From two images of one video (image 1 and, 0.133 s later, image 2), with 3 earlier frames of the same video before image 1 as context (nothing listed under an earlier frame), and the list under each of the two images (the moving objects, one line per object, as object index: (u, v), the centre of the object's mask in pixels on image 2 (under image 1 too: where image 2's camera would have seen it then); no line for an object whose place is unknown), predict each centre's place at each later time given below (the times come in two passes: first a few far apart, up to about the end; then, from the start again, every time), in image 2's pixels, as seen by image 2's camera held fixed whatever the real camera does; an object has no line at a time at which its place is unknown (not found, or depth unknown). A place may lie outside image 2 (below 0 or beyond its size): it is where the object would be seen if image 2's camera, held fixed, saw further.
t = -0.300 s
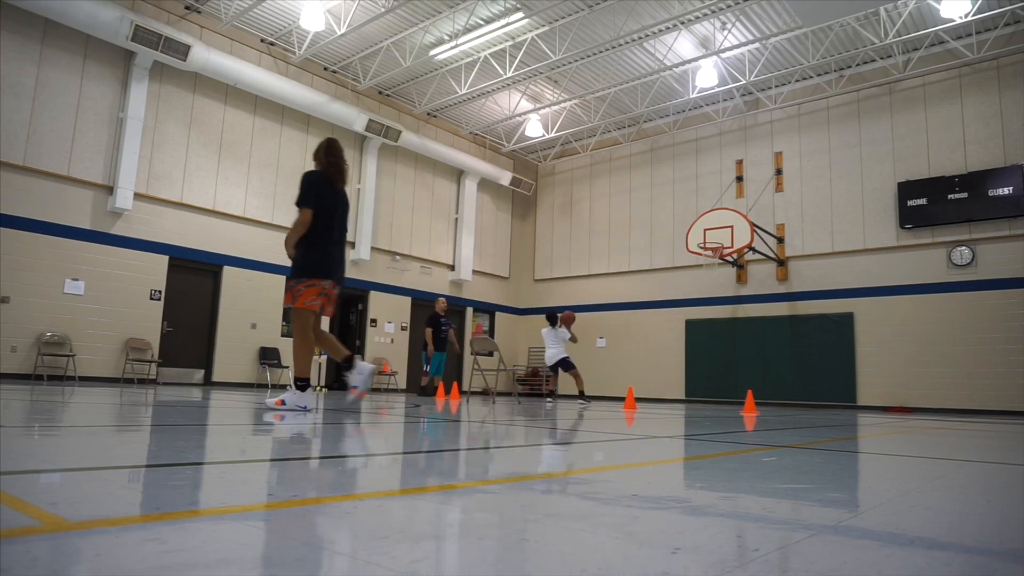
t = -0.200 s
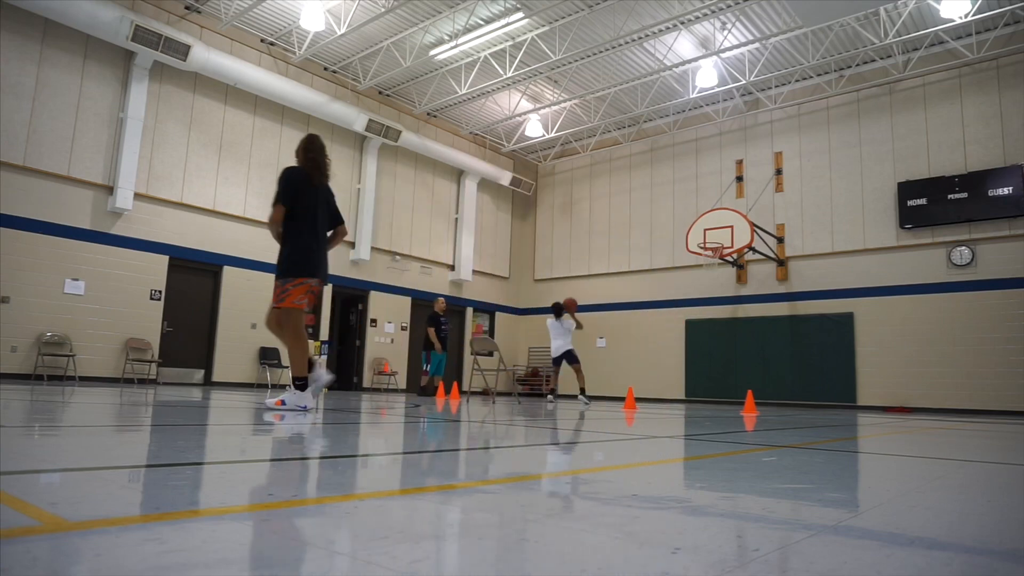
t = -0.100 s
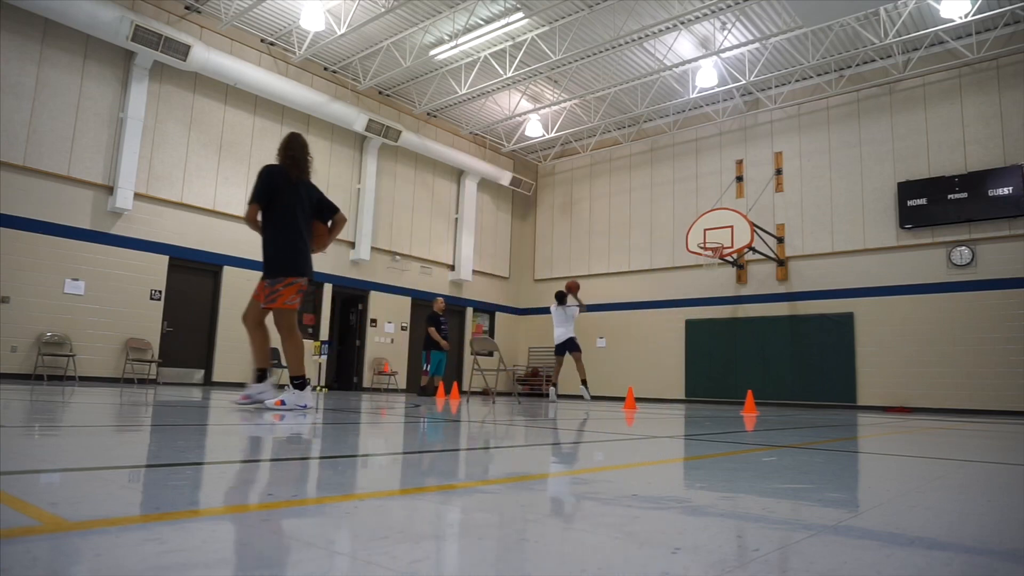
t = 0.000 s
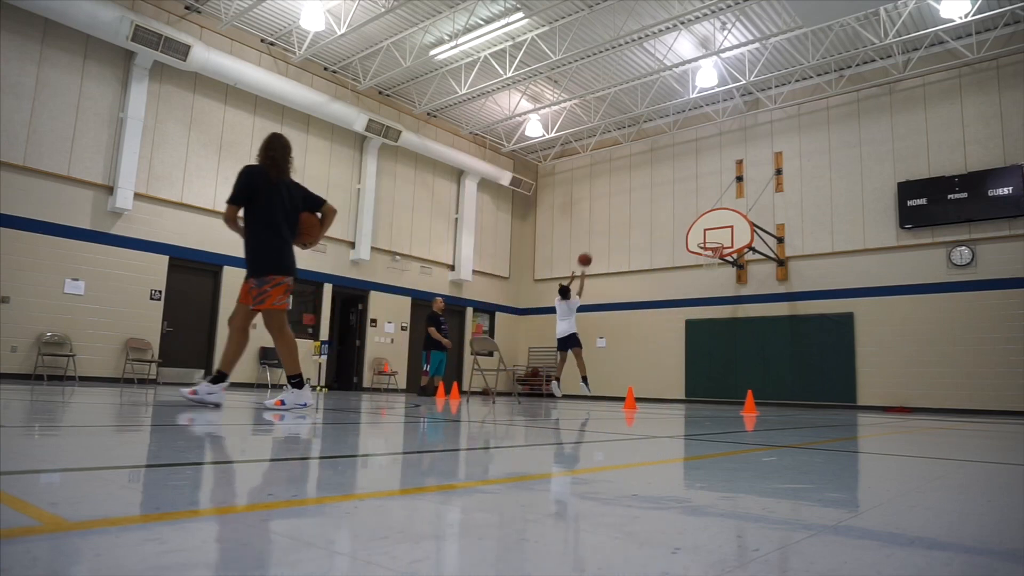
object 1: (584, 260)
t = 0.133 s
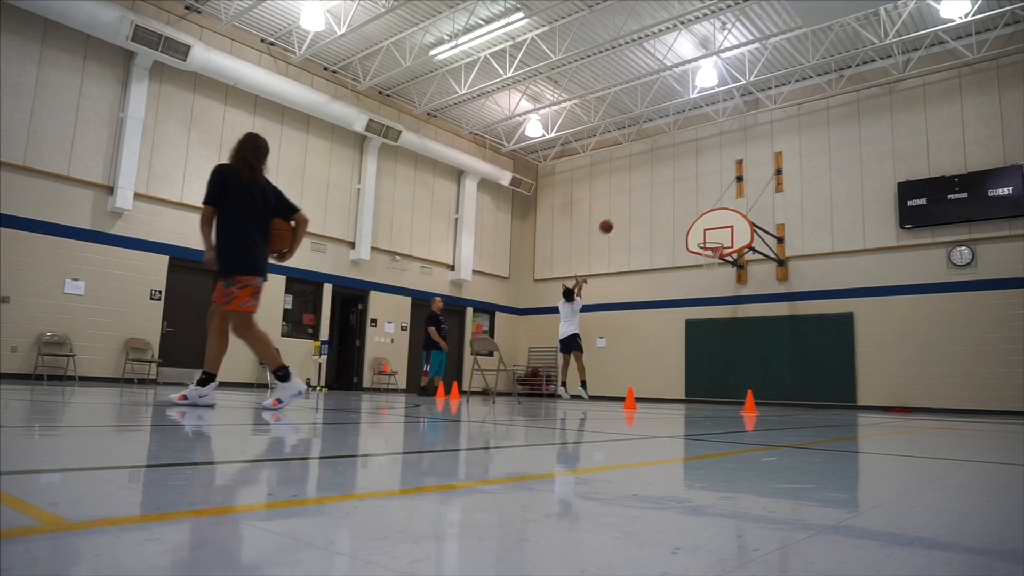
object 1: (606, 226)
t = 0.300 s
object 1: (630, 202)
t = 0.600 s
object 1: (668, 199)
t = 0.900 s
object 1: (701, 239)
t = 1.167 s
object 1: (711, 238)
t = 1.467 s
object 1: (703, 242)
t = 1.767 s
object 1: (713, 264)
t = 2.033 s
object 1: (723, 311)
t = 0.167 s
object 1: (611, 220)
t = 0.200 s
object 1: (616, 214)
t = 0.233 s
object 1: (621, 210)
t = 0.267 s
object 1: (625, 205)
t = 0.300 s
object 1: (630, 202)
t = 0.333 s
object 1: (635, 199)
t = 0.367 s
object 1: (639, 197)
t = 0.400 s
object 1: (643, 195)
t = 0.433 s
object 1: (647, 194)
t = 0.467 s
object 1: (652, 194)
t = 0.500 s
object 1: (656, 194)
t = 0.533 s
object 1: (660, 195)
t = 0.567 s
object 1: (664, 197)
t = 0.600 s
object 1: (668, 199)
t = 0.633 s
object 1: (672, 201)
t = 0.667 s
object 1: (675, 204)
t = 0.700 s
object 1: (679, 208)
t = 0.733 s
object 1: (683, 212)
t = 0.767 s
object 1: (687, 216)
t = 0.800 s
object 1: (690, 221)
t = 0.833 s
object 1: (694, 227)
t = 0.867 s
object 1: (697, 233)
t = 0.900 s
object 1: (701, 239)
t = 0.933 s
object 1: (704, 240)
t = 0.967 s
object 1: (708, 242)
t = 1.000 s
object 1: (711, 244)
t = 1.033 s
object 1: (713, 243)
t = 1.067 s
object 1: (714, 242)
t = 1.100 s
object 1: (715, 241)
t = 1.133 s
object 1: (713, 239)
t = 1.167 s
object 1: (711, 238)
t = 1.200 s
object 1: (709, 238)
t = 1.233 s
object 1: (706, 238)
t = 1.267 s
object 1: (704, 238)
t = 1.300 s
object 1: (703, 238)
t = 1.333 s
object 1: (703, 238)
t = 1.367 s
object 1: (703, 238)
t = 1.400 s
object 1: (703, 239)
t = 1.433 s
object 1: (703, 241)
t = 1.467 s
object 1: (703, 242)
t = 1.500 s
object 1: (703, 243)
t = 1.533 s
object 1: (704, 244)
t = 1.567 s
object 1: (705, 246)
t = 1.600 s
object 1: (706, 248)
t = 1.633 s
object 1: (708, 250)
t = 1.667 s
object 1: (709, 253)
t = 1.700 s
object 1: (710, 256)
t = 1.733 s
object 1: (711, 260)
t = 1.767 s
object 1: (713, 264)
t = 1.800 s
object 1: (714, 268)
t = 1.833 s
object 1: (716, 272)
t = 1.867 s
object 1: (717, 277)
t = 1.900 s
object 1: (718, 283)
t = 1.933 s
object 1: (719, 289)
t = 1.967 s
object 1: (720, 295)
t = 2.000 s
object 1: (721, 303)
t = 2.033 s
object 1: (723, 311)
